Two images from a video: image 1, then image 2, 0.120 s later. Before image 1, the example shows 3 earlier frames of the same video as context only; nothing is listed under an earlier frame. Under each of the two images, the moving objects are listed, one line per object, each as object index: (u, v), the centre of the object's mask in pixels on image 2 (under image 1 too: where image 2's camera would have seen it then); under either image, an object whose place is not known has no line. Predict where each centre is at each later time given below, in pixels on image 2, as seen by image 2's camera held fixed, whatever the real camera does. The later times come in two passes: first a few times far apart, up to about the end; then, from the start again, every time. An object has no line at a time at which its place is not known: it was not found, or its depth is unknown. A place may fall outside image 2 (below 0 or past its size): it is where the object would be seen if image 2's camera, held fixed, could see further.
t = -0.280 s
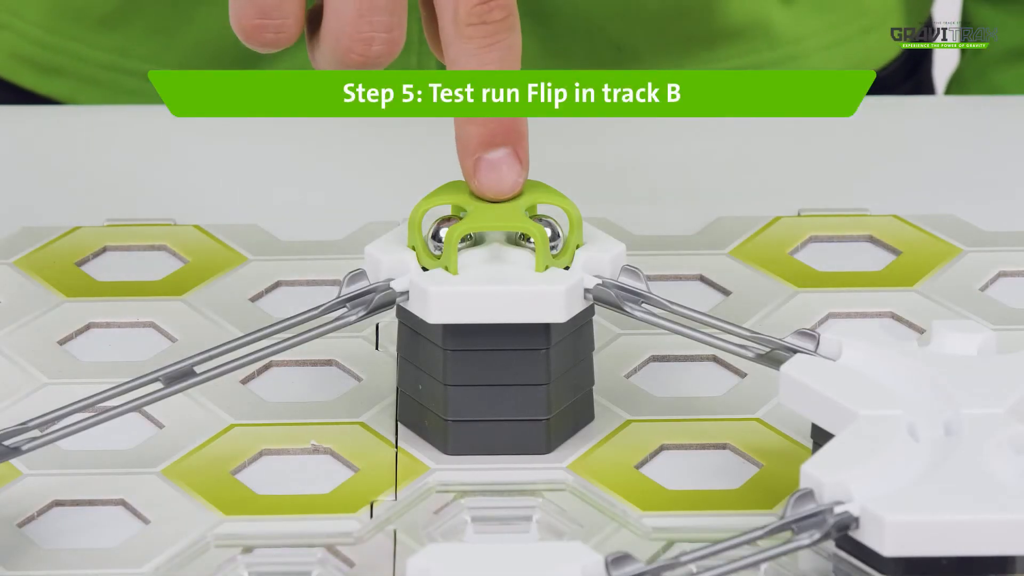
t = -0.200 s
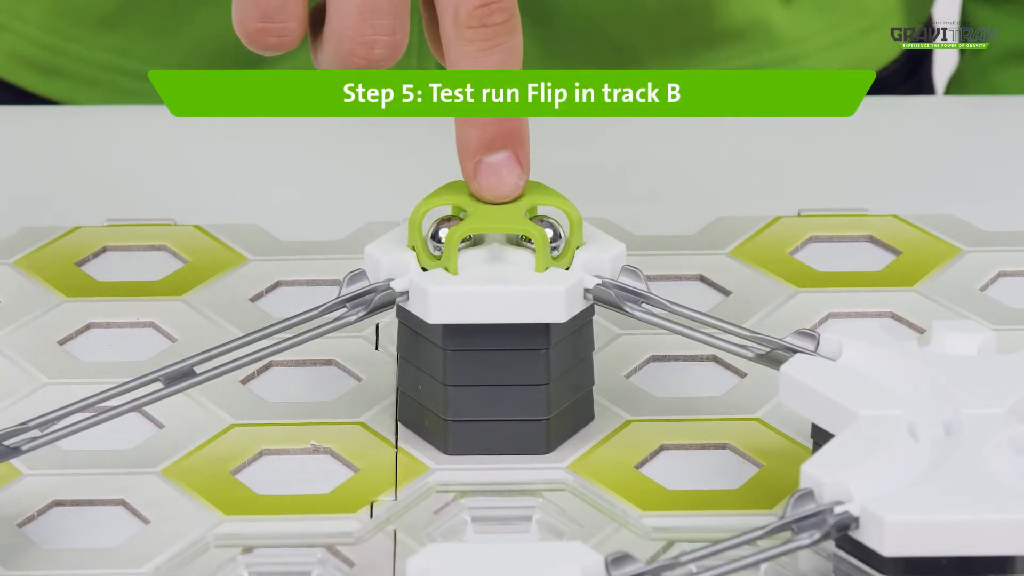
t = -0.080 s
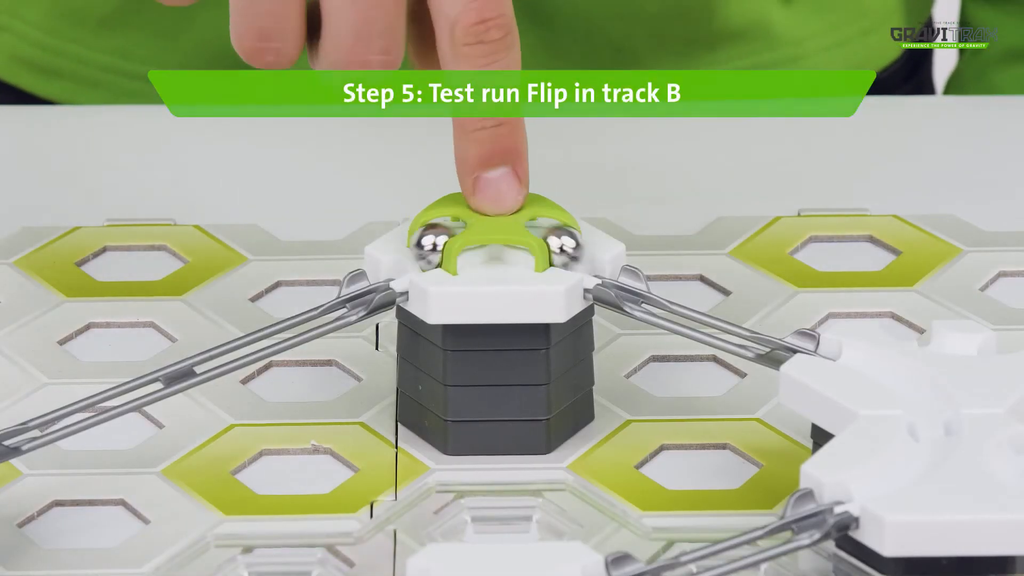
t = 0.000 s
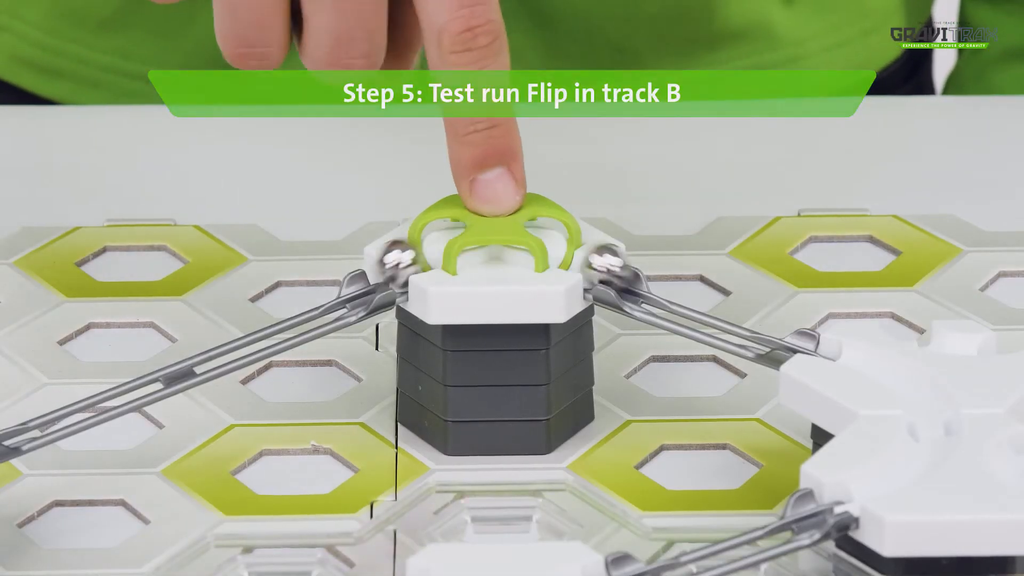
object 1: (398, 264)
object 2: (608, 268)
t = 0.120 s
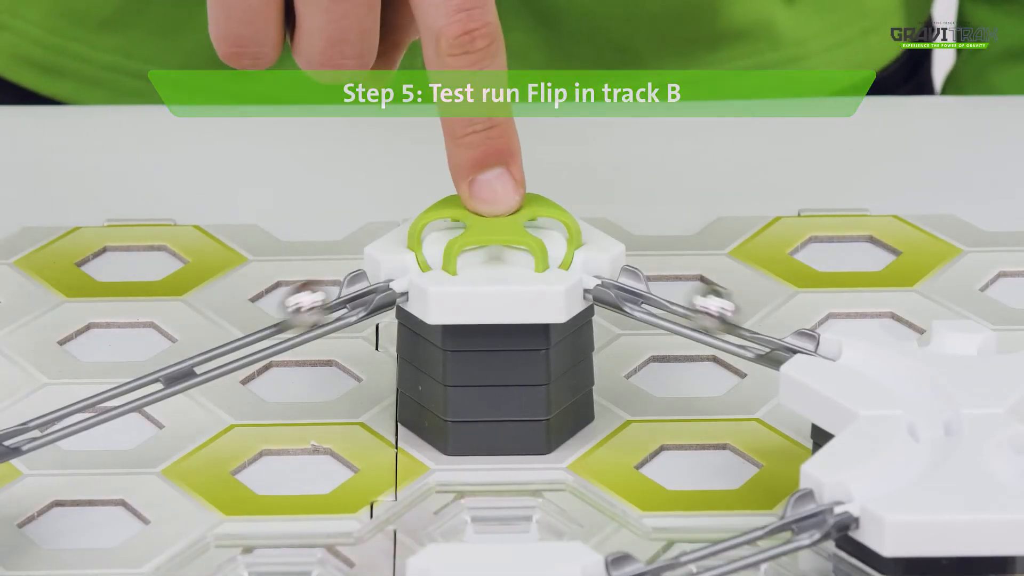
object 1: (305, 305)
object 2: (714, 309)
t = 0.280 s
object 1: (95, 387)
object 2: (905, 376)
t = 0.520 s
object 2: (815, 500)
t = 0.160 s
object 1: (262, 322)
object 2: (762, 322)
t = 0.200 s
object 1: (213, 342)
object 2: (814, 339)
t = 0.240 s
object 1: (159, 365)
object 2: (864, 353)
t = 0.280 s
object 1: (95, 387)
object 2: (905, 376)
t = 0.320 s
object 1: (29, 411)
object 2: (926, 398)
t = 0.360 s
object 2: (934, 422)
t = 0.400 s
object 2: (926, 444)
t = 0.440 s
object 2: (902, 463)
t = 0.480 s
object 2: (859, 482)
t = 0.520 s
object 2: (815, 500)
